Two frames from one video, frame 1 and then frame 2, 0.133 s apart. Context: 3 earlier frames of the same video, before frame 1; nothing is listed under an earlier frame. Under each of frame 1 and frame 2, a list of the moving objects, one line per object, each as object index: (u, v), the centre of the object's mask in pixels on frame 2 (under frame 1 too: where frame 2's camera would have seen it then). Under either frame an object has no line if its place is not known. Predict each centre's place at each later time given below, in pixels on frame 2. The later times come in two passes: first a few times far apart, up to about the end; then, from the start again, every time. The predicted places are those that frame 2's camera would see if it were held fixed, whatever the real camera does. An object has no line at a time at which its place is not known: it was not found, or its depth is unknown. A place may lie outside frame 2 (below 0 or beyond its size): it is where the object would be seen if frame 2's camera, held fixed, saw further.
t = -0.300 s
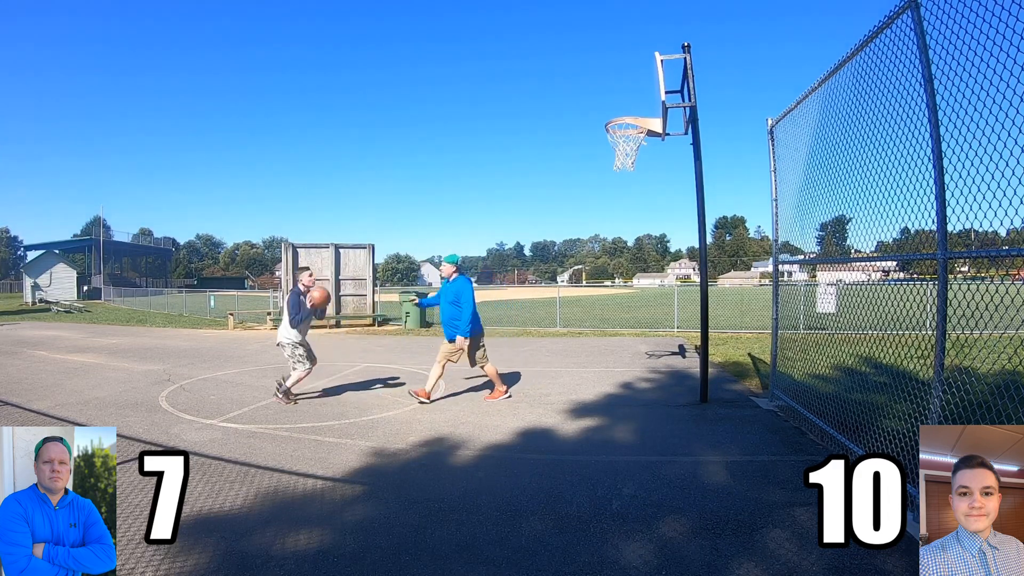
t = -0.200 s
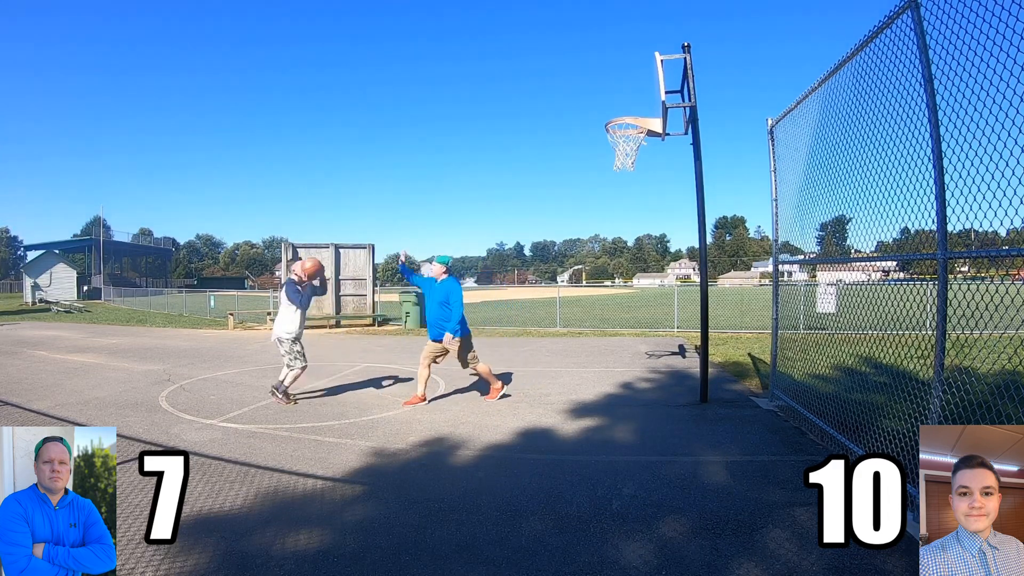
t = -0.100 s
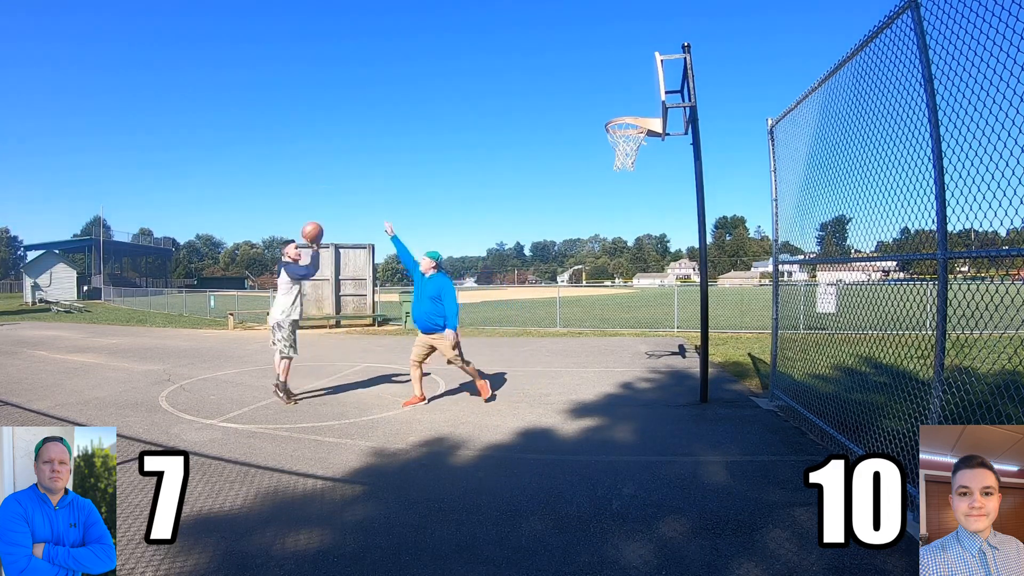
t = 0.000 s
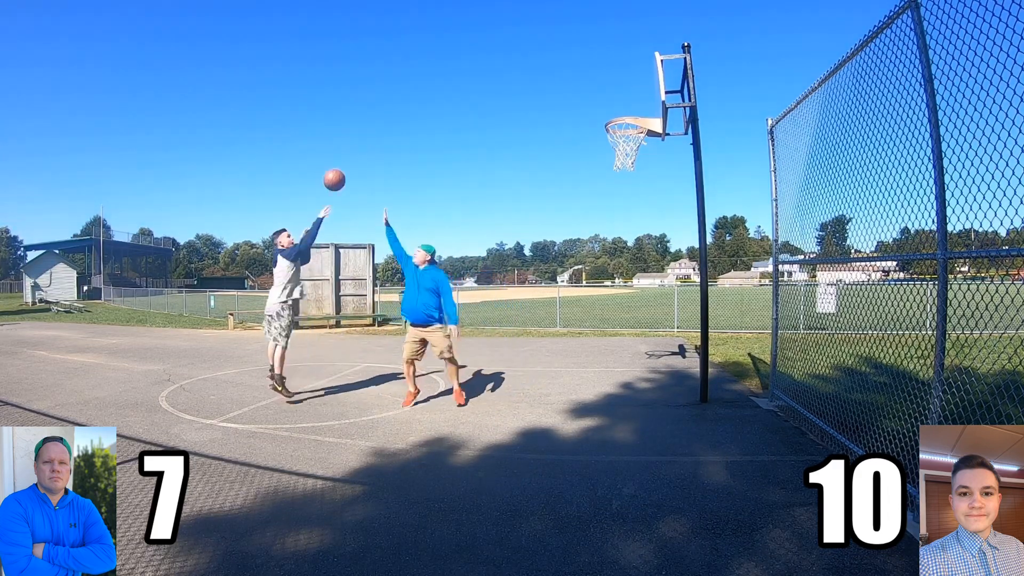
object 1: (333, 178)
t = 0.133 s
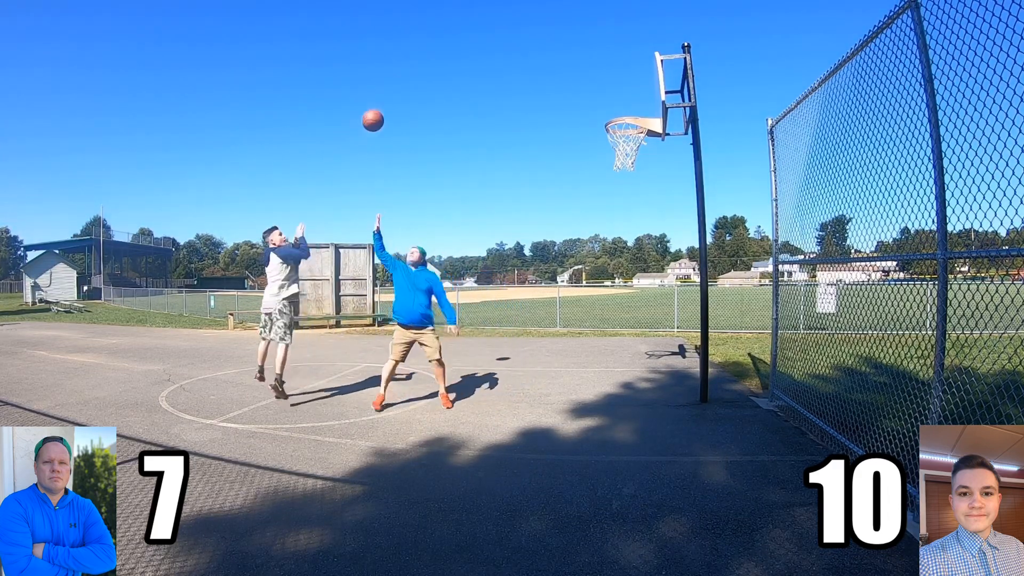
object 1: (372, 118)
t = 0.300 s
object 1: (419, 69)
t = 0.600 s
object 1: (496, 44)
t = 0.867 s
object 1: (562, 82)
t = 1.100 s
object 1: (583, 149)
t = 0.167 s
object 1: (381, 106)
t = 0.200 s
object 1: (391, 95)
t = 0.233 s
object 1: (400, 85)
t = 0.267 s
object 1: (409, 77)
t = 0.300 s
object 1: (419, 69)
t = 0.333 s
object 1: (428, 63)
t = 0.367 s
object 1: (437, 57)
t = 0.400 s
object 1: (445, 53)
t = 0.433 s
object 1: (454, 49)
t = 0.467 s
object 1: (463, 46)
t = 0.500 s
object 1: (471, 44)
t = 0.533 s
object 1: (480, 44)
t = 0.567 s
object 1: (488, 43)
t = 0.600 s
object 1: (496, 44)
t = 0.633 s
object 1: (505, 46)
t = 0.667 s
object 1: (513, 48)
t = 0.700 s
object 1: (521, 52)
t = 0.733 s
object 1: (530, 56)
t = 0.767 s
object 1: (538, 61)
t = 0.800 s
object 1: (546, 67)
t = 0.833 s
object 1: (554, 74)
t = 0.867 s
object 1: (562, 82)
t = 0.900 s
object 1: (571, 91)
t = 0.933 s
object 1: (579, 100)
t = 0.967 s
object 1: (587, 110)
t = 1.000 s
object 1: (595, 122)
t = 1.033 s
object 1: (594, 131)
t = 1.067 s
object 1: (588, 139)
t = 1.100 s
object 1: (583, 149)
